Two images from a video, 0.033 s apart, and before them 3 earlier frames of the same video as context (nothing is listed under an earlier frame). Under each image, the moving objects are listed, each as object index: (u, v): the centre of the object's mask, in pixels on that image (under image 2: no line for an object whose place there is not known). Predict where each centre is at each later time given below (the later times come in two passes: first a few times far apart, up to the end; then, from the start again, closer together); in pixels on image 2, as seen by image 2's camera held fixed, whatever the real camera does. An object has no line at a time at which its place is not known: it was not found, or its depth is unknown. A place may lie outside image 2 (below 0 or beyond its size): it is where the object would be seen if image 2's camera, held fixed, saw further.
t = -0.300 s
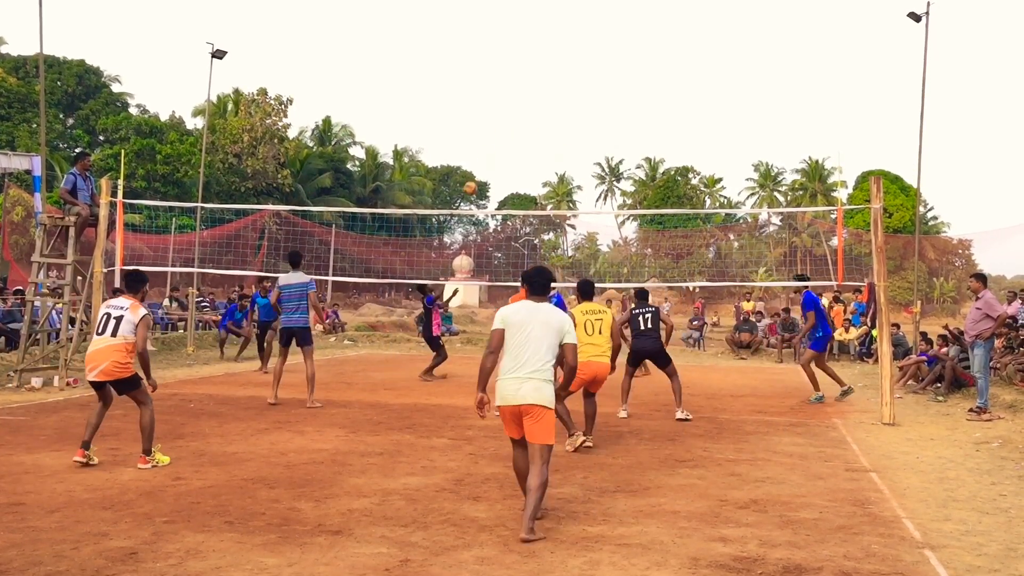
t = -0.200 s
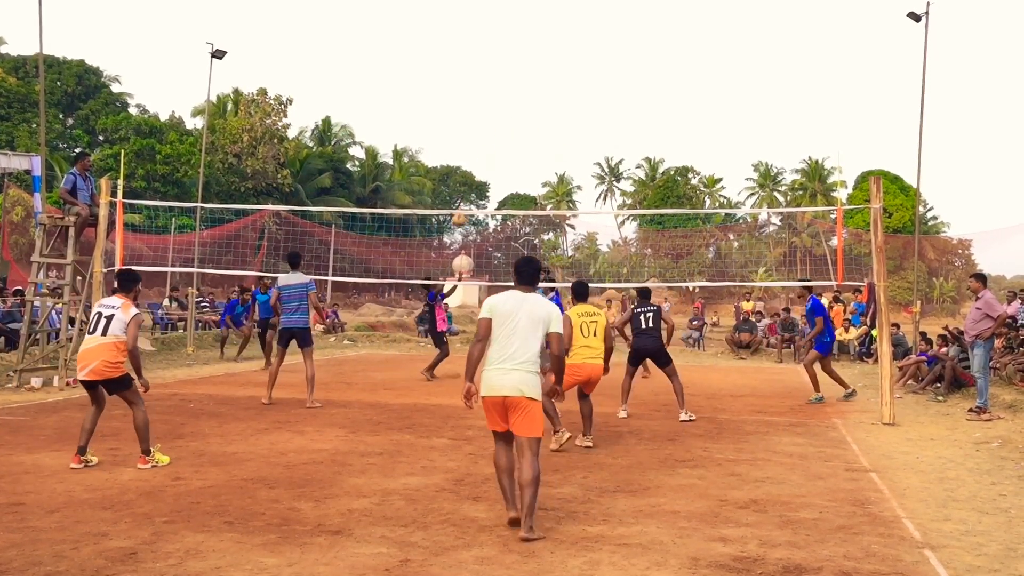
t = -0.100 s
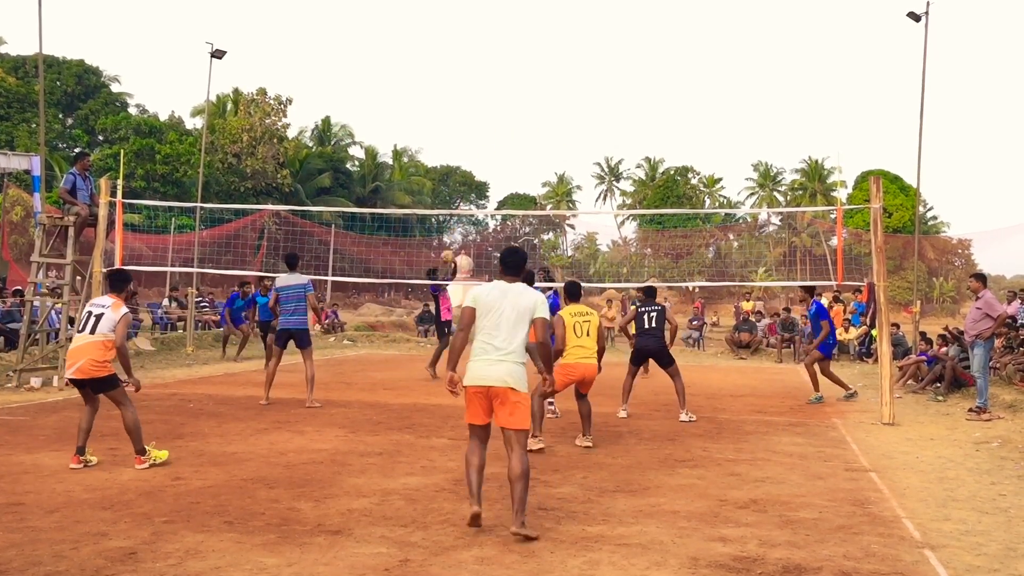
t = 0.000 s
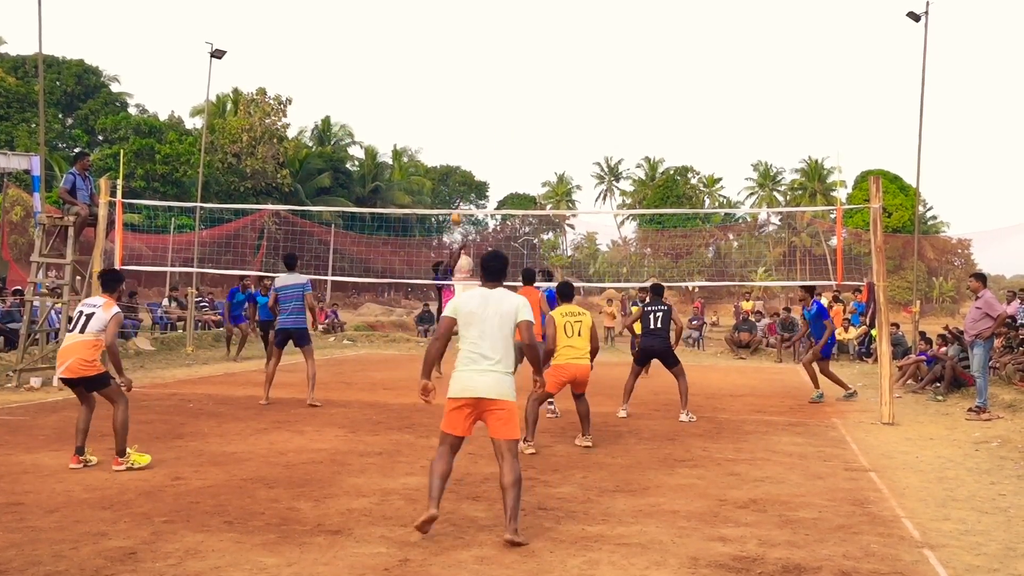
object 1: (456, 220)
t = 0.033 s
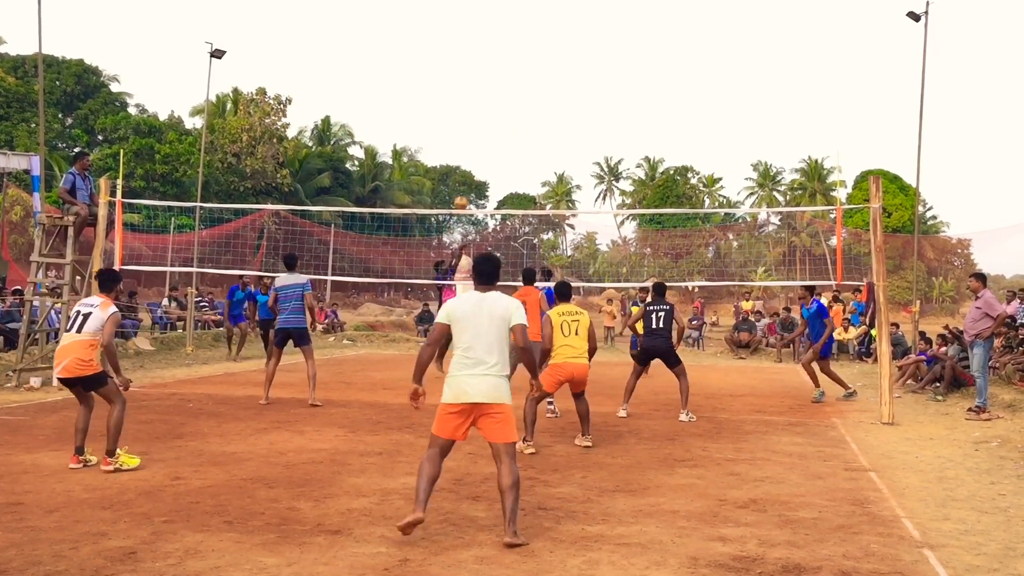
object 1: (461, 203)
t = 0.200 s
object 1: (486, 136)
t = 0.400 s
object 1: (518, 77)
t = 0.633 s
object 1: (558, 40)
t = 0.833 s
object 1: (592, 38)
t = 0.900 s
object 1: (603, 45)
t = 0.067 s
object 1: (465, 189)
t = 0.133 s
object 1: (475, 161)
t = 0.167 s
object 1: (481, 148)
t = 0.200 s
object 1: (486, 136)
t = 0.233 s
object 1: (491, 125)
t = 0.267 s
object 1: (496, 114)
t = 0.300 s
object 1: (502, 104)
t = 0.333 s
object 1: (507, 94)
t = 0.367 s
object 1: (513, 86)
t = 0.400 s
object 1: (518, 77)
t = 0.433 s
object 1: (524, 70)
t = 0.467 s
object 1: (530, 63)
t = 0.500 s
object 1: (535, 57)
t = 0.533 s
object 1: (541, 51)
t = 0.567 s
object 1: (546, 47)
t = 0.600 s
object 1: (552, 43)
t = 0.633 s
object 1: (558, 40)
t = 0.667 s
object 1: (563, 38)
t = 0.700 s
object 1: (569, 36)
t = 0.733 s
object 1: (575, 35)
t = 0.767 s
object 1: (580, 35)
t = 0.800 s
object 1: (586, 37)
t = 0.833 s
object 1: (592, 38)
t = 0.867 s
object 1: (597, 41)
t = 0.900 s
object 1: (603, 45)
